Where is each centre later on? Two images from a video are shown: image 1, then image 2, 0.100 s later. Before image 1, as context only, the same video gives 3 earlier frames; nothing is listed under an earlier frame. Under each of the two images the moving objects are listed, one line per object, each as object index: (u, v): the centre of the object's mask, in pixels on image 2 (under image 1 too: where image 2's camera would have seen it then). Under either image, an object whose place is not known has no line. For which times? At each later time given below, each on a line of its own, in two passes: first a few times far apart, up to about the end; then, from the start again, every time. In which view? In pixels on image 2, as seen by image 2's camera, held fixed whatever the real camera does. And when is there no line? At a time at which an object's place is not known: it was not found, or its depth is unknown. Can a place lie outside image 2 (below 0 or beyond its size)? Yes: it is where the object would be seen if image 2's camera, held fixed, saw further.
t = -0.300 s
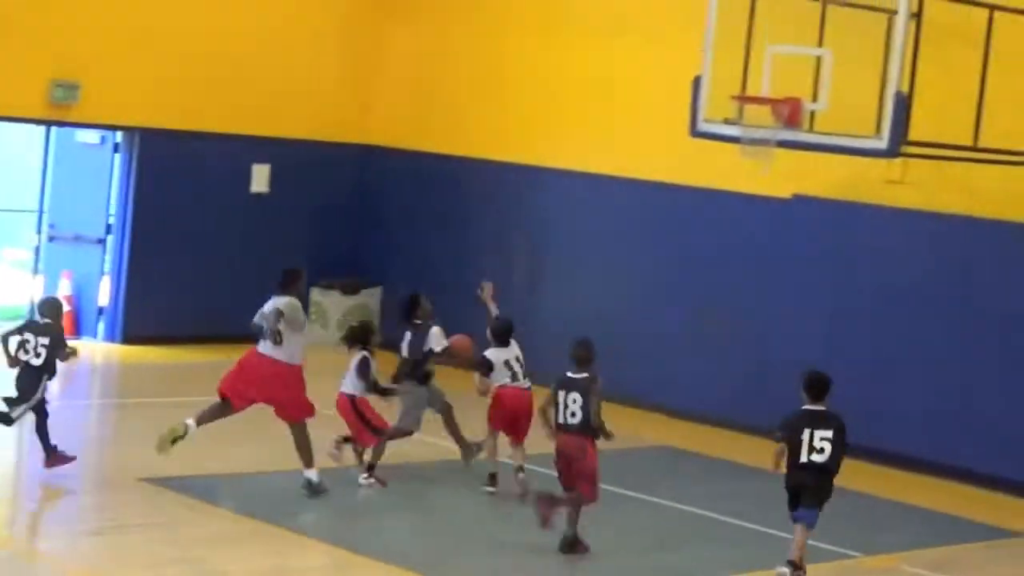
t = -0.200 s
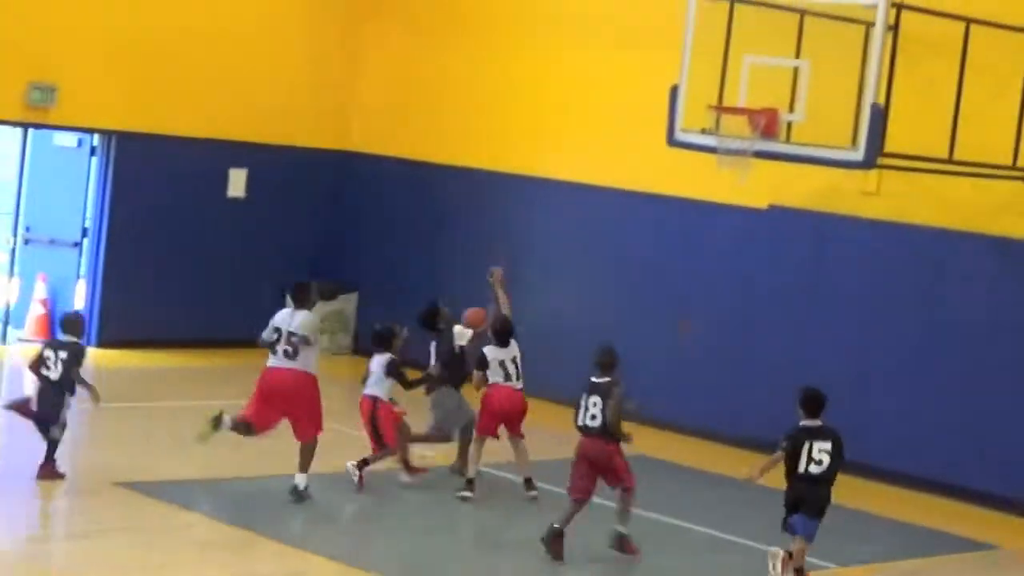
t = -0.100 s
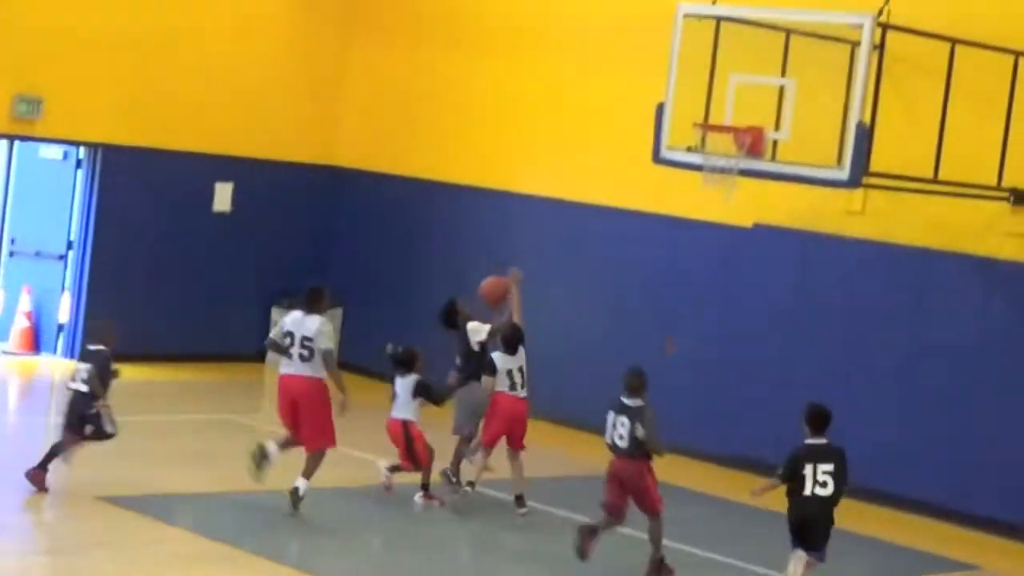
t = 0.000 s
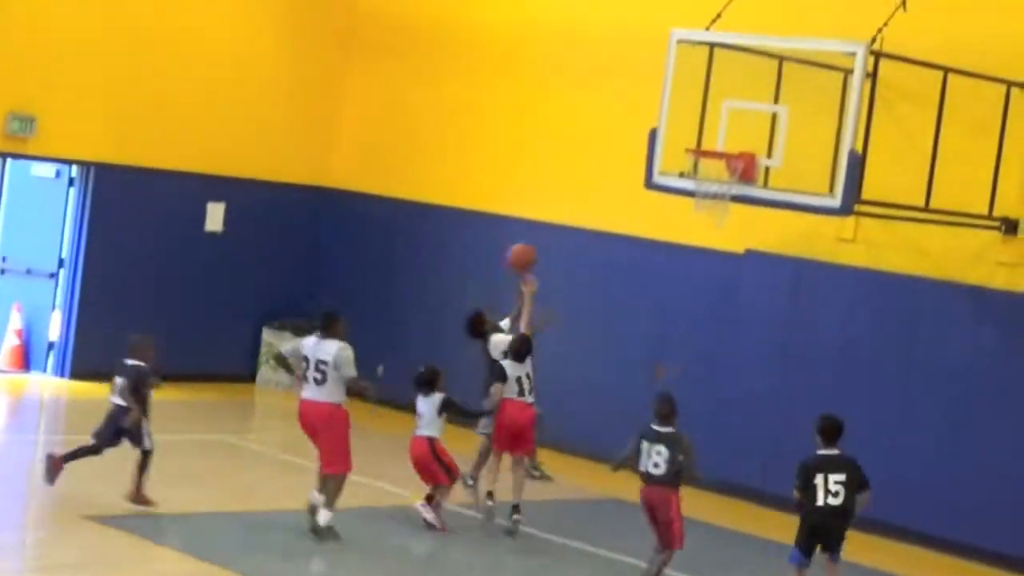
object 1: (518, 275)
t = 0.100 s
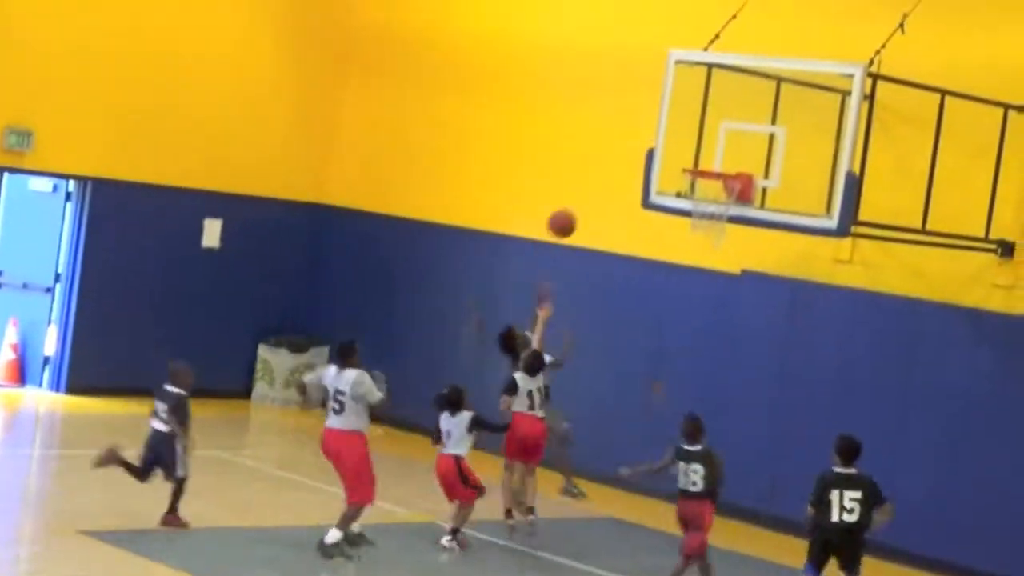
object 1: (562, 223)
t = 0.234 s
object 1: (617, 172)
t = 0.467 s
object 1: (703, 137)
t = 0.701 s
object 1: (710, 164)
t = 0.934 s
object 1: (693, 248)
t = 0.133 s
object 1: (576, 209)
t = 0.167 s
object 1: (590, 195)
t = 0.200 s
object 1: (604, 183)
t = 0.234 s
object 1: (617, 172)
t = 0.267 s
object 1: (631, 163)
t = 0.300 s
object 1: (644, 155)
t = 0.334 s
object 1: (657, 149)
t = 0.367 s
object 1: (670, 144)
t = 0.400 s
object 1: (683, 140)
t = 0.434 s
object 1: (695, 138)
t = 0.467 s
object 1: (703, 137)
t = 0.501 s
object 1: (704, 137)
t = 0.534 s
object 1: (705, 138)
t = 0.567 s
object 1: (706, 141)
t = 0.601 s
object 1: (707, 145)
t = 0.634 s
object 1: (708, 151)
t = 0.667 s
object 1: (709, 157)
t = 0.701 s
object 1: (710, 164)
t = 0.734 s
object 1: (709, 177)
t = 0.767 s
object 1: (706, 187)
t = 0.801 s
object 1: (704, 197)
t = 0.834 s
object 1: (701, 209)
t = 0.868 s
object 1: (699, 221)
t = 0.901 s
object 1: (696, 234)
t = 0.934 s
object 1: (693, 248)
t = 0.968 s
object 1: (690, 264)
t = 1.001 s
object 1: (687, 282)
